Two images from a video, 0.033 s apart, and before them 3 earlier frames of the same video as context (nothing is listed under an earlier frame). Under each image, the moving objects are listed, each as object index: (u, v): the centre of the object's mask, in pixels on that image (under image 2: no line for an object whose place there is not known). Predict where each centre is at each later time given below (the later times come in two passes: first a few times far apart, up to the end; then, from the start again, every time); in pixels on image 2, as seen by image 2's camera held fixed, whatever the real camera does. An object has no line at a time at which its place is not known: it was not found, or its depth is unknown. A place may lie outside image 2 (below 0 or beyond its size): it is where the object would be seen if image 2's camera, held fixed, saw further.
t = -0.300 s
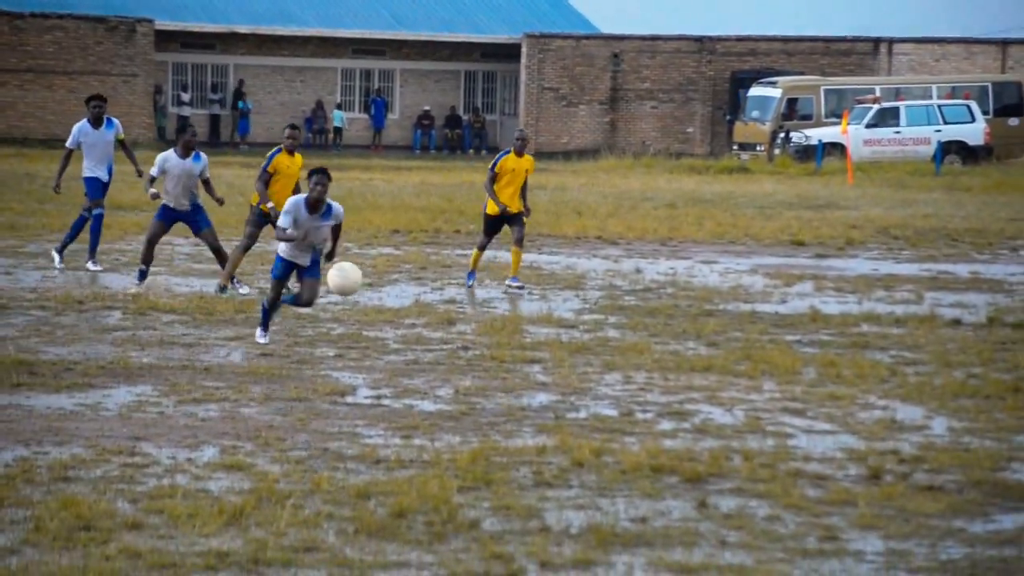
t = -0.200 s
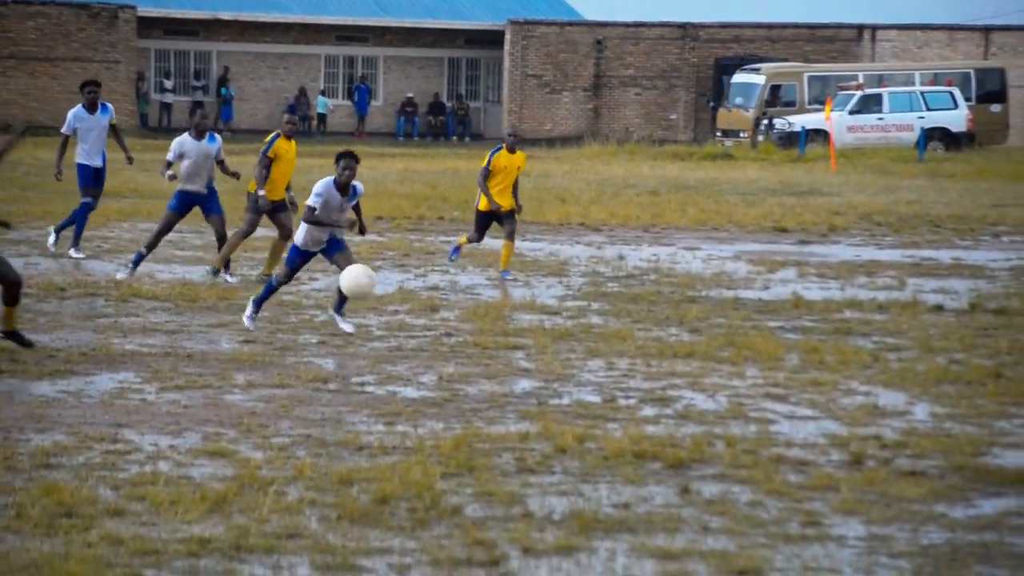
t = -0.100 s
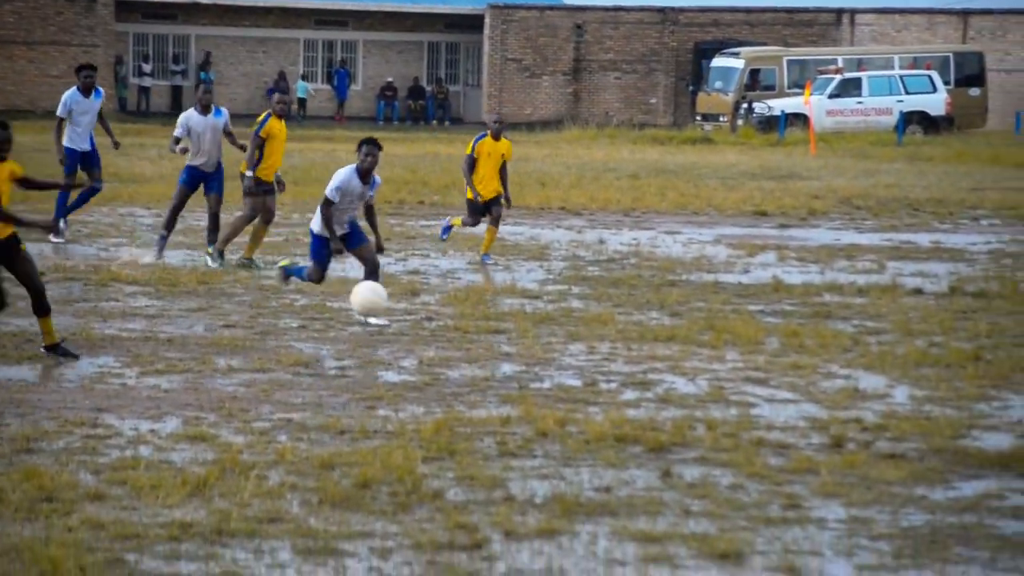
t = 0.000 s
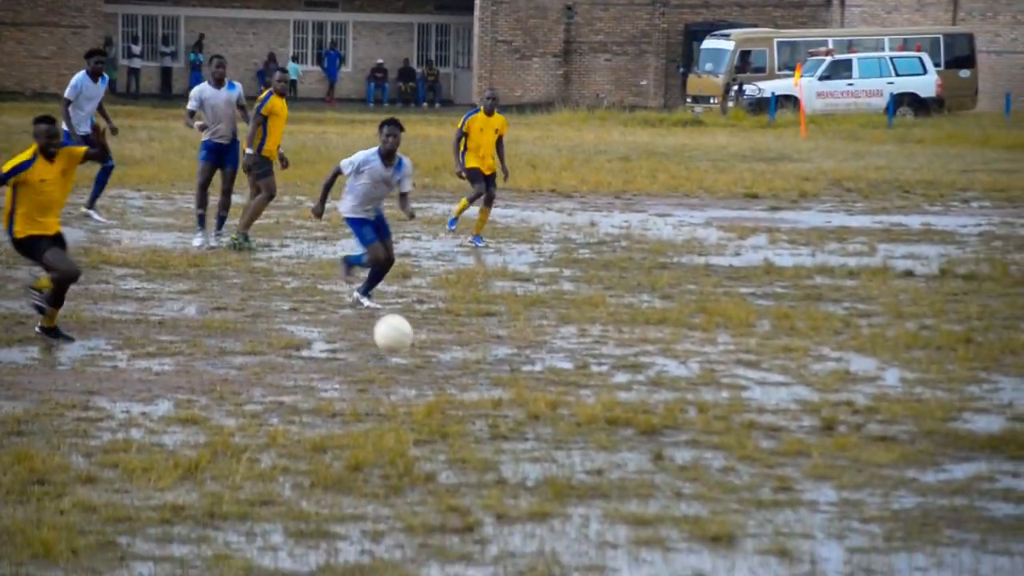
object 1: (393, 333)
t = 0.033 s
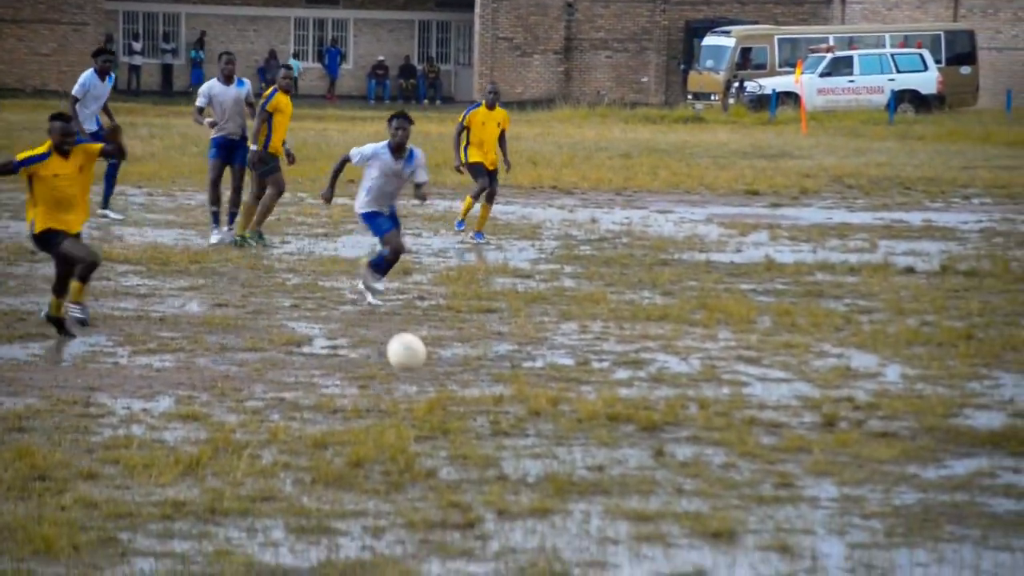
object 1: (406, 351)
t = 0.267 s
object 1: (492, 409)
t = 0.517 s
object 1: (571, 429)
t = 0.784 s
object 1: (643, 450)
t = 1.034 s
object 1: (696, 465)
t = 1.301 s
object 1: (751, 482)
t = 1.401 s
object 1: (769, 485)
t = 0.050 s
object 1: (412, 363)
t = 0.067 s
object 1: (418, 375)
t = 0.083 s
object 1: (423, 386)
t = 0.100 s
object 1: (430, 392)
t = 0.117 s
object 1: (436, 391)
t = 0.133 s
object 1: (442, 392)
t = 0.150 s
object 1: (448, 392)
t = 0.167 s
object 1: (454, 393)
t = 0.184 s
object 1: (460, 394)
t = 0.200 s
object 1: (467, 397)
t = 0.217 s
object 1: (472, 399)
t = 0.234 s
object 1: (478, 402)
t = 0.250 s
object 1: (485, 405)
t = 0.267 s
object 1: (492, 409)
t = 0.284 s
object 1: (498, 412)
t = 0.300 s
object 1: (505, 417)
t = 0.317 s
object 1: (510, 418)
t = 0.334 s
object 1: (516, 420)
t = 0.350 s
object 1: (522, 422)
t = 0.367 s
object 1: (528, 425)
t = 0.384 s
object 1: (533, 421)
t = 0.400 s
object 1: (538, 420)
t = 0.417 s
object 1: (543, 418)
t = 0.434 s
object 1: (547, 421)
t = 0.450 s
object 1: (552, 422)
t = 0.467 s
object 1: (556, 422)
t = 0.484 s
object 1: (561, 423)
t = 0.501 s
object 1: (566, 426)
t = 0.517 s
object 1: (571, 429)
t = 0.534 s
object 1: (576, 432)
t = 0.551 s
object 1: (581, 436)
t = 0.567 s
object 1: (585, 438)
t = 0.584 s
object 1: (590, 443)
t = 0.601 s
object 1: (594, 443)
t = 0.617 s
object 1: (599, 442)
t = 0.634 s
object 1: (604, 444)
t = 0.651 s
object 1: (608, 444)
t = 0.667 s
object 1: (612, 446)
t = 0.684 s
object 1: (617, 447)
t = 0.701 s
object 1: (622, 448)
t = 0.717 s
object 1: (627, 450)
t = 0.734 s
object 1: (630, 451)
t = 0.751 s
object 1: (633, 451)
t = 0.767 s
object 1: (638, 451)
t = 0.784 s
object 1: (643, 450)
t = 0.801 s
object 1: (647, 451)
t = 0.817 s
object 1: (650, 452)
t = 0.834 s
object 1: (653, 452)
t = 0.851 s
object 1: (657, 454)
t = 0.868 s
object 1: (660, 455)
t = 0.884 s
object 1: (664, 457)
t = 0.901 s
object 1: (668, 459)
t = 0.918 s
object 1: (672, 459)
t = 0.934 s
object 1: (675, 459)
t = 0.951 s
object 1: (679, 460)
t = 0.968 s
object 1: (682, 462)
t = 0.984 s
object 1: (686, 463)
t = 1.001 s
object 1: (690, 465)
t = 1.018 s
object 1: (693, 465)
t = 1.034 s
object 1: (696, 465)
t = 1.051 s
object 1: (700, 466)
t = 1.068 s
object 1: (703, 466)
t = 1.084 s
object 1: (707, 467)
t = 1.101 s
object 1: (710, 468)
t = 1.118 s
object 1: (714, 469)
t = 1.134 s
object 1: (717, 470)
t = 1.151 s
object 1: (721, 471)
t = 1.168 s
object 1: (724, 471)
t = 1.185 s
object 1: (727, 471)
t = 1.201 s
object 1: (730, 472)
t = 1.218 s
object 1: (735, 475)
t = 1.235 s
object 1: (737, 477)
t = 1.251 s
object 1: (741, 476)
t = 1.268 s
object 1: (744, 476)
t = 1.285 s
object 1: (747, 478)
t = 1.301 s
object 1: (751, 482)
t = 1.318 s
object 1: (753, 479)
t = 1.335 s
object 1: (757, 482)
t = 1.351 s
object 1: (760, 481)
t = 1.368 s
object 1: (763, 484)
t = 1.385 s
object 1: (766, 483)
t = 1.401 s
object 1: (769, 485)
